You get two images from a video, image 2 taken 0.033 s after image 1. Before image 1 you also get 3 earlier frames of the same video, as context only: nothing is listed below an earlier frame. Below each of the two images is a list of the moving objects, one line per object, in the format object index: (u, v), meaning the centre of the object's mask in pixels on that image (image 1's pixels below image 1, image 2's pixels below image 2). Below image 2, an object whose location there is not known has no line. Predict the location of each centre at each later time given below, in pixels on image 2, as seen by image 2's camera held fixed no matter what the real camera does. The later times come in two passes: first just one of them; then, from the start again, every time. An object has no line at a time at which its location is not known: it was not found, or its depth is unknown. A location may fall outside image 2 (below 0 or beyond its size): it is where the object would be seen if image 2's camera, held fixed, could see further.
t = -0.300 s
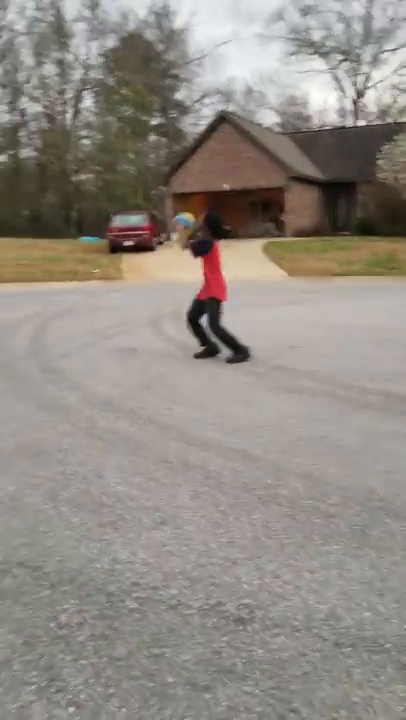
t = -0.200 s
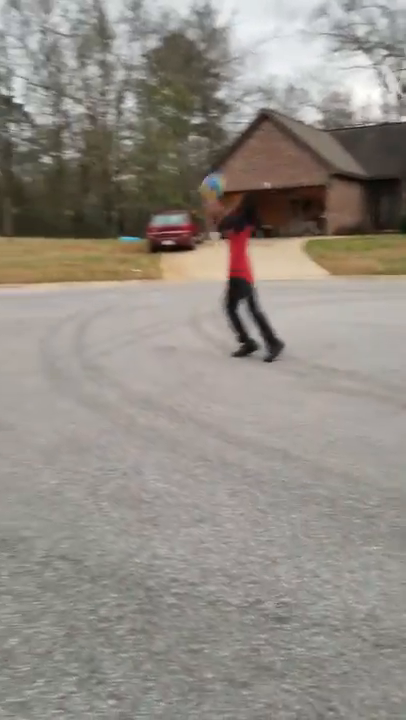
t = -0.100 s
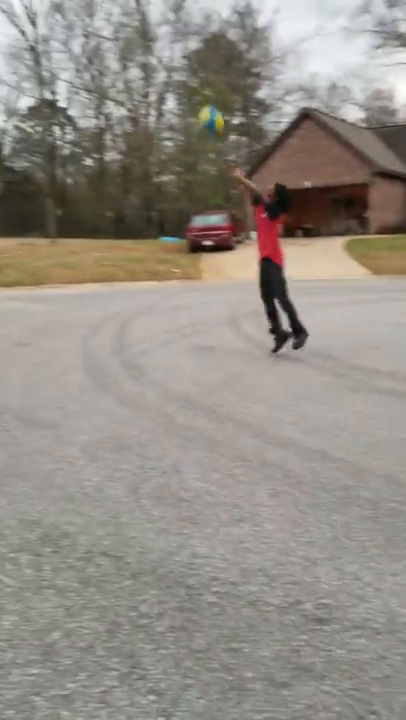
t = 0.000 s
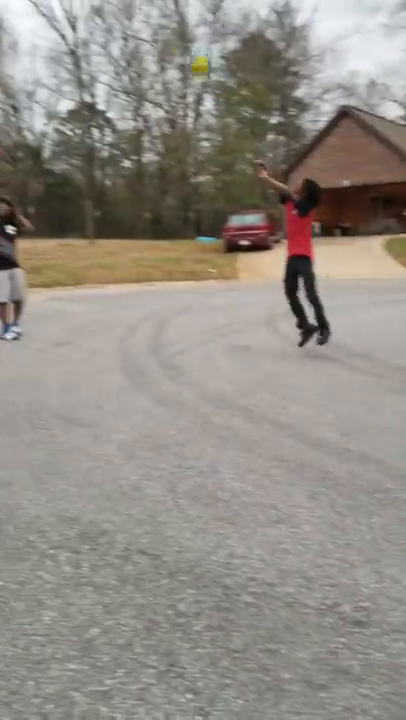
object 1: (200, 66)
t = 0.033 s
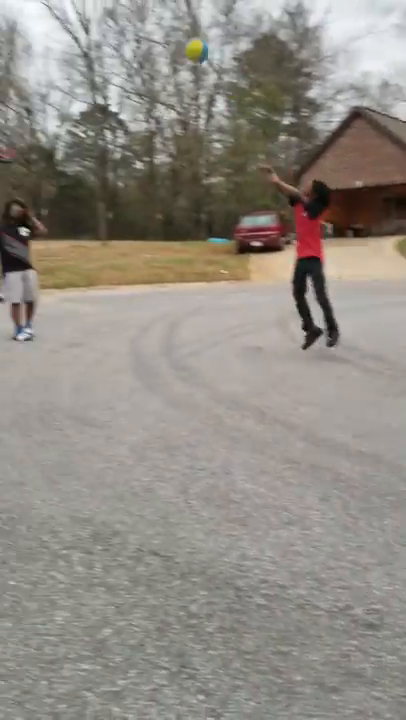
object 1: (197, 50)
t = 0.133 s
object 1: (153, 11)
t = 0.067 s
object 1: (181, 35)
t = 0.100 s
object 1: (166, 22)
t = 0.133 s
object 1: (153, 11)
